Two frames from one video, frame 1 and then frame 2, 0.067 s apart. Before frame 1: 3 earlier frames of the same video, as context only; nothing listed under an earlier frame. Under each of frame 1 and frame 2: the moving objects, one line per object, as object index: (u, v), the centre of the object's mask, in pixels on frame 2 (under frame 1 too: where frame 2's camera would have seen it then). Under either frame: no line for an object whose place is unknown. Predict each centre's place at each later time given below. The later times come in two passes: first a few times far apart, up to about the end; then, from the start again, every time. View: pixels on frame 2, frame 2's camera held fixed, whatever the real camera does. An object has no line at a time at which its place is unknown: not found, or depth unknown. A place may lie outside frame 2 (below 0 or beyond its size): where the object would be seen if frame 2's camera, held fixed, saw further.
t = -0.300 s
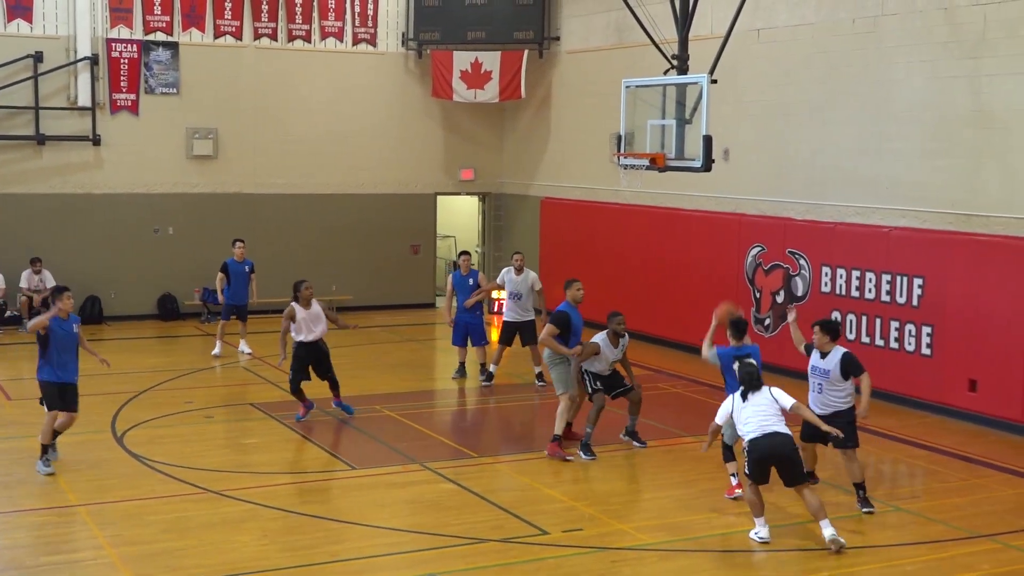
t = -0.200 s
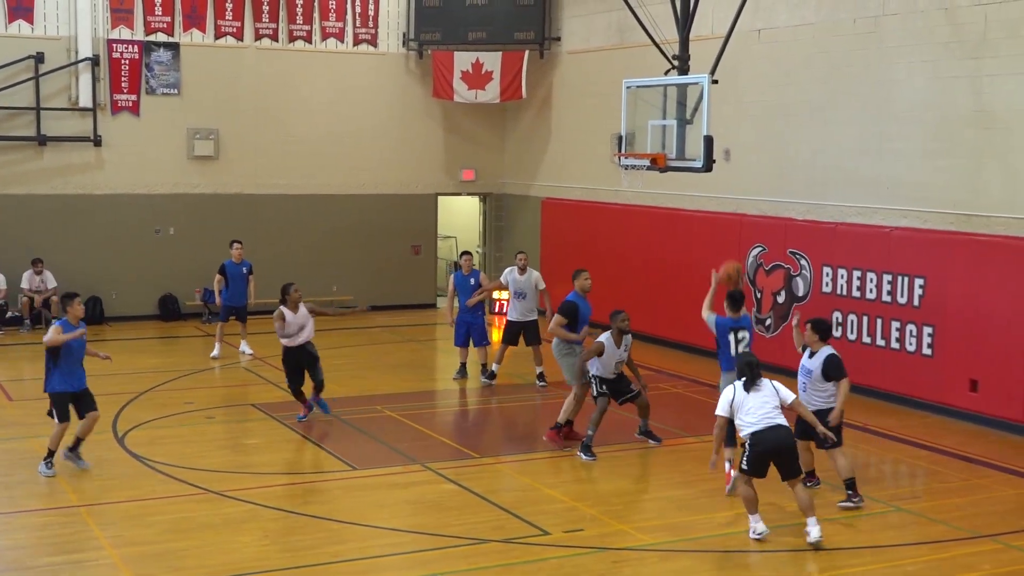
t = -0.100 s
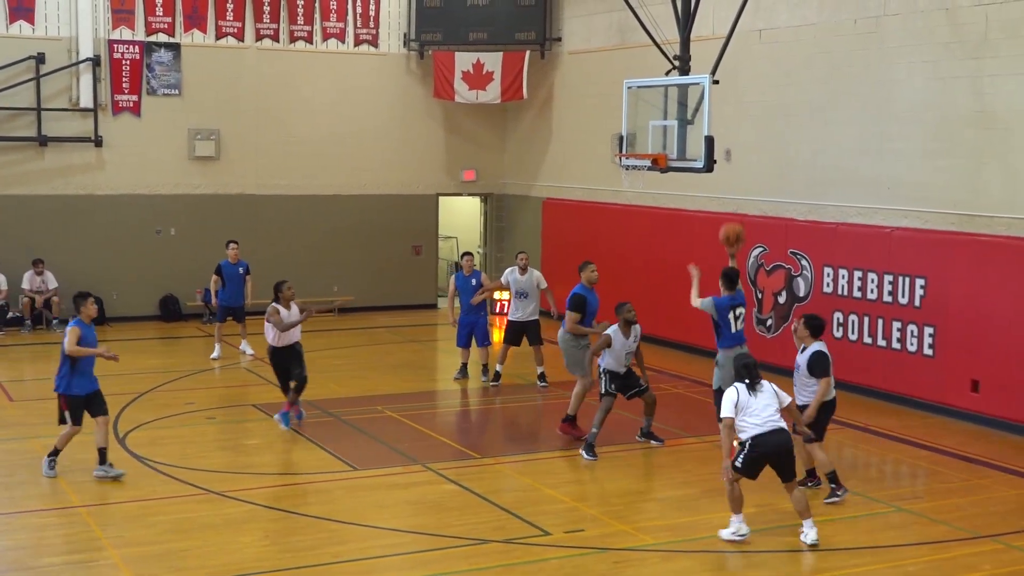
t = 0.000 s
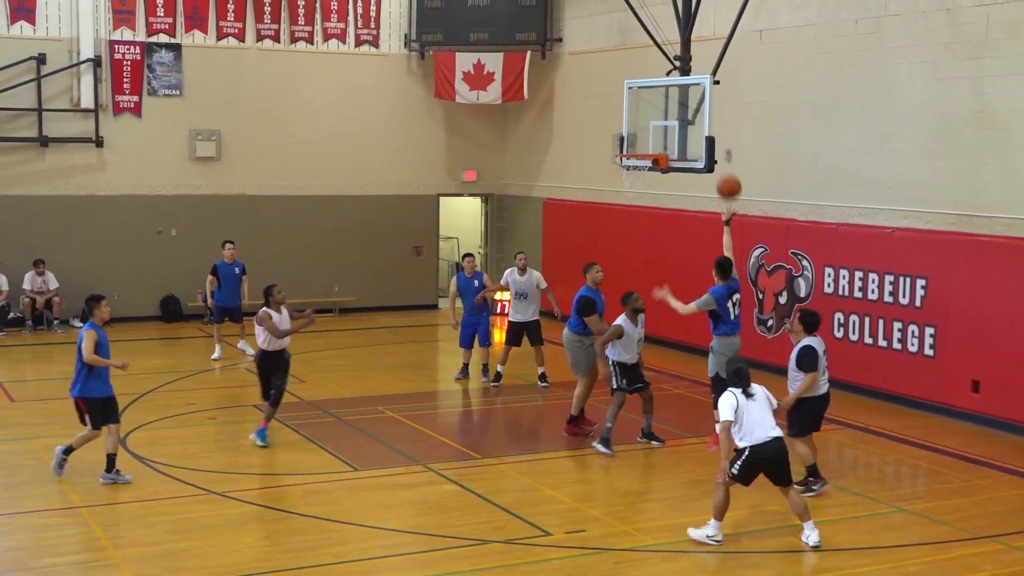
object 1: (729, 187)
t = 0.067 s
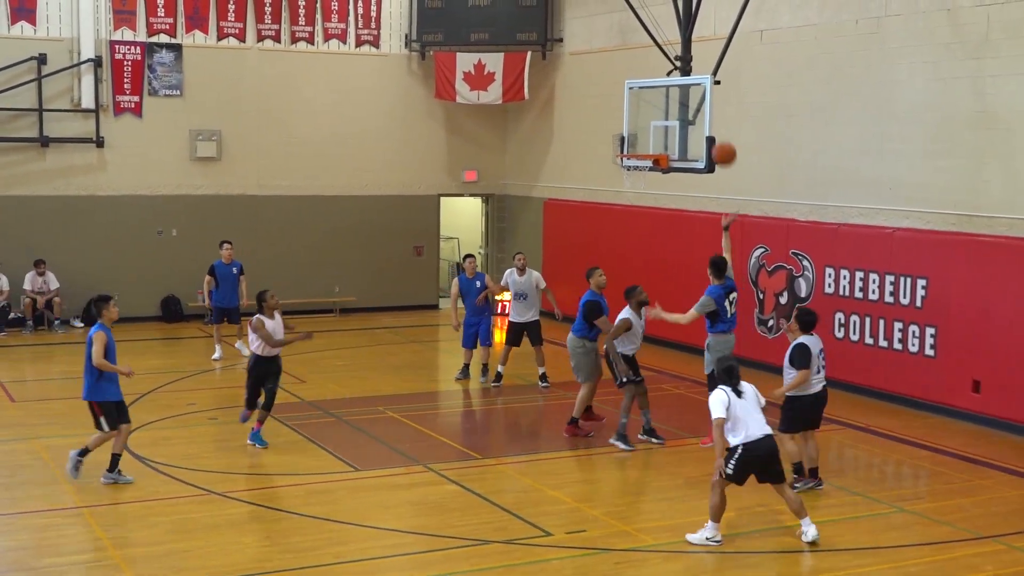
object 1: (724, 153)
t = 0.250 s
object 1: (711, 90)
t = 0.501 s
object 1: (692, 61)
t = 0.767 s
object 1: (671, 93)
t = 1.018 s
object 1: (633, 143)
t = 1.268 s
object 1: (588, 122)
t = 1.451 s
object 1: (553, 140)
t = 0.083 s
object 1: (723, 146)
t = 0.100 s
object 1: (721, 139)
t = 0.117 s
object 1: (720, 132)
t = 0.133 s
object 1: (719, 125)
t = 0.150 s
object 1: (718, 119)
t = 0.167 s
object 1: (717, 114)
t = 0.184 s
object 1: (715, 108)
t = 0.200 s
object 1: (714, 103)
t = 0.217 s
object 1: (713, 98)
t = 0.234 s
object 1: (712, 94)
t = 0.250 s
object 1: (711, 90)
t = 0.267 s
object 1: (709, 86)
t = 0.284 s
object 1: (708, 82)
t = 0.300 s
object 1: (707, 79)
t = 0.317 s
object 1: (705, 76)
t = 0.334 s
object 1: (704, 73)
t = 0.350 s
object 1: (703, 71)
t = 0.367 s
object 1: (702, 69)
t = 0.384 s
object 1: (700, 67)
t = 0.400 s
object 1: (699, 65)
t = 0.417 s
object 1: (697, 64)
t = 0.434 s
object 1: (696, 63)
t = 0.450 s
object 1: (695, 62)
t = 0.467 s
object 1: (693, 62)
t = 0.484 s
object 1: (692, 61)
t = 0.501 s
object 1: (692, 61)
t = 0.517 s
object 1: (690, 62)
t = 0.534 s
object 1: (689, 62)
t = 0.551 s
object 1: (687, 63)
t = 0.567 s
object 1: (686, 64)
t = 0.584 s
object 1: (686, 65)
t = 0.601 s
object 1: (684, 66)
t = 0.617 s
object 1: (683, 68)
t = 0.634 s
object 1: (682, 70)
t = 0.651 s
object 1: (681, 72)
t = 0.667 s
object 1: (679, 74)
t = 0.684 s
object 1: (678, 77)
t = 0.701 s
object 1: (676, 80)
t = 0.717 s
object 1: (675, 83)
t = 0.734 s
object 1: (674, 86)
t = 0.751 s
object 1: (673, 90)
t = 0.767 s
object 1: (671, 93)
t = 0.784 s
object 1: (670, 97)
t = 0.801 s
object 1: (669, 100)
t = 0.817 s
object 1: (668, 104)
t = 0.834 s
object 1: (667, 109)
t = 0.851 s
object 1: (665, 113)
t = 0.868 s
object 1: (664, 118)
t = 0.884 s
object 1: (660, 121)
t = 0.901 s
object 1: (657, 124)
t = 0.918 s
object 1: (653, 128)
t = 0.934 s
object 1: (650, 131)
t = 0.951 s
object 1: (646, 135)
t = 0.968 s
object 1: (642, 140)
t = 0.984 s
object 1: (639, 144)
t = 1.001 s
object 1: (636, 145)
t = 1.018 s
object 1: (633, 143)
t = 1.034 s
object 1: (630, 140)
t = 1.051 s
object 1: (627, 137)
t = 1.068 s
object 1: (624, 135)
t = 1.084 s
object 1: (621, 133)
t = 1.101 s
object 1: (618, 131)
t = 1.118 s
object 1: (615, 129)
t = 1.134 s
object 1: (612, 127)
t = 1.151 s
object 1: (609, 126)
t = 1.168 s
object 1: (606, 124)
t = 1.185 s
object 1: (603, 123)
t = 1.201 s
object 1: (600, 123)
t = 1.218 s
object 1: (597, 122)
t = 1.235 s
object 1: (594, 122)
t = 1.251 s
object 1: (591, 122)
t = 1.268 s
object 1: (588, 122)
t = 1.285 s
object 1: (584, 122)
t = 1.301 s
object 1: (581, 123)
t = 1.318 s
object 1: (578, 124)
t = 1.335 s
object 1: (575, 125)
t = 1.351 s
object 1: (571, 126)
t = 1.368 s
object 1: (568, 128)
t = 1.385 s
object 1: (565, 130)
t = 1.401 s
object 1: (562, 132)
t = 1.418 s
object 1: (559, 134)
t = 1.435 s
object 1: (556, 137)
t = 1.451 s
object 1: (553, 140)
